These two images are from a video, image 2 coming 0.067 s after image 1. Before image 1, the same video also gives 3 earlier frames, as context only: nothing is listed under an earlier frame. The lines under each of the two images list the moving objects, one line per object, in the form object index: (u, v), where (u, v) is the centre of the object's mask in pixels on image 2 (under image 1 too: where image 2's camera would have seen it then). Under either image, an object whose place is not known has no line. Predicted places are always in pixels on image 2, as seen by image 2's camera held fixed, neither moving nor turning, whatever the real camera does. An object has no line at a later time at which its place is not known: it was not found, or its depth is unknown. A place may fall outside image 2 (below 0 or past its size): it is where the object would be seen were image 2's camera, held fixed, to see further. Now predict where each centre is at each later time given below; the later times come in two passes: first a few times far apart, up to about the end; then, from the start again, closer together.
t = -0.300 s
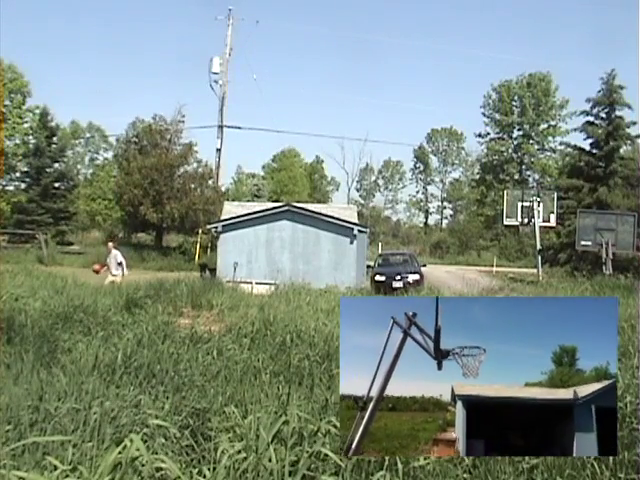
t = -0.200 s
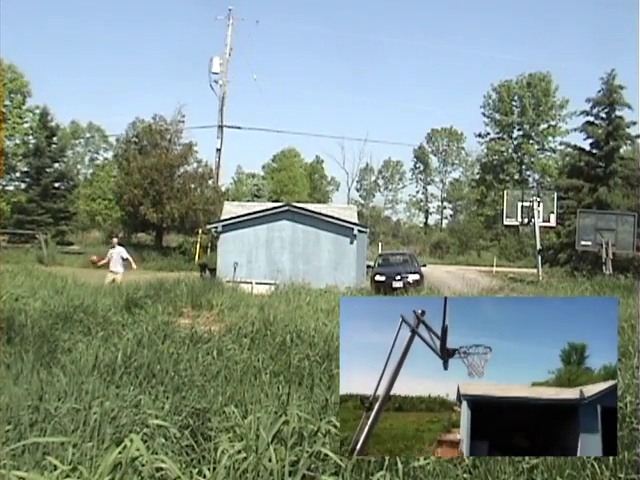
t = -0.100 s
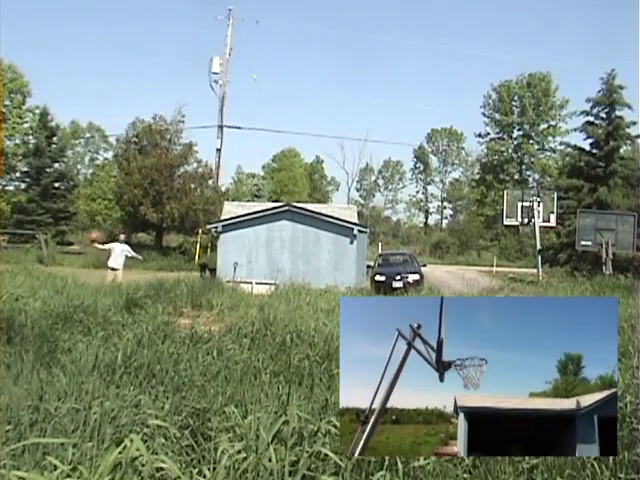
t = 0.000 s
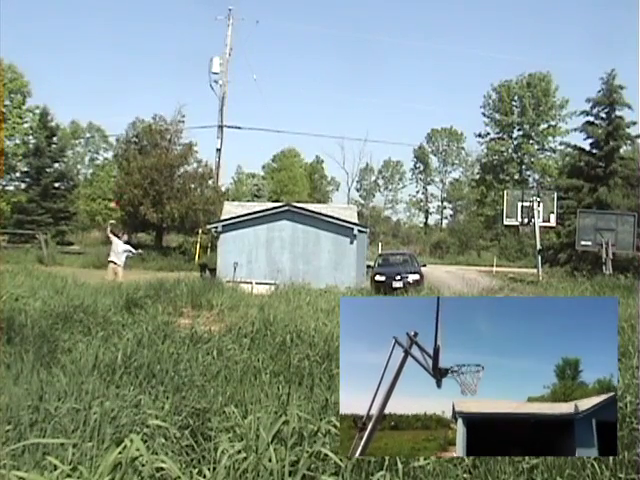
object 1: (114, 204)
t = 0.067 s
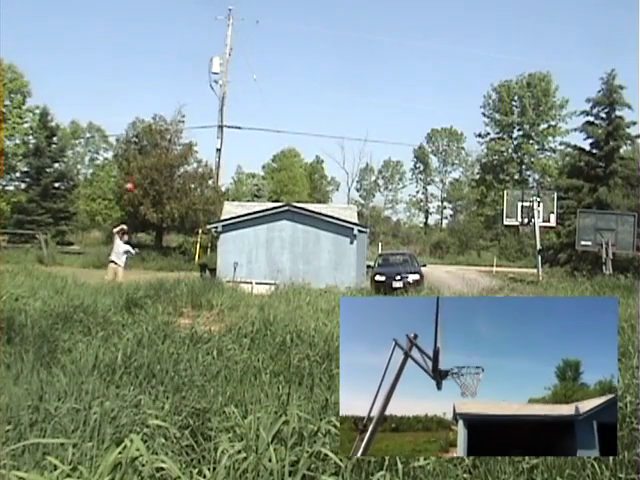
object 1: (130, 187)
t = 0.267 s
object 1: (179, 137)
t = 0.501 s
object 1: (238, 101)
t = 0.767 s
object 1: (305, 82)
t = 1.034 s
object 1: (373, 92)
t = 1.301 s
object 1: (441, 131)
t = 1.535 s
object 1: (500, 187)
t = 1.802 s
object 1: (551, 262)
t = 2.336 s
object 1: (584, 253)
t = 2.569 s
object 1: (588, 235)
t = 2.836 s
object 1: (590, 237)
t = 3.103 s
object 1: (592, 275)
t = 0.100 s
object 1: (137, 178)
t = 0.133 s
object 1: (146, 168)
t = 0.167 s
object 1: (154, 161)
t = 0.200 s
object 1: (163, 152)
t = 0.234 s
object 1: (170, 147)
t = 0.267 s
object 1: (179, 137)
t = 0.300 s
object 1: (187, 133)
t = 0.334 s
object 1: (197, 126)
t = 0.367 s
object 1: (204, 121)
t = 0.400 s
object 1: (213, 115)
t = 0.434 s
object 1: (221, 110)
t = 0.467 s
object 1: (230, 105)
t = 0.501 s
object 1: (238, 101)
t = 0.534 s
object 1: (247, 97)
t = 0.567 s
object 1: (255, 94)
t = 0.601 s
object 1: (264, 91)
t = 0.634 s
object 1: (272, 88)
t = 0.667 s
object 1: (280, 86)
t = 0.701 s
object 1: (288, 84)
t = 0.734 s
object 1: (297, 83)
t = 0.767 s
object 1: (305, 82)
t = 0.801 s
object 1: (314, 82)
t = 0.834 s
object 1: (322, 82)
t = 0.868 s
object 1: (331, 83)
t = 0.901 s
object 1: (340, 84)
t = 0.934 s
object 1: (348, 85)
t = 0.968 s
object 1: (356, 87)
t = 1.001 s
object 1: (365, 89)
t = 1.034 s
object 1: (373, 92)
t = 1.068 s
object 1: (382, 95)
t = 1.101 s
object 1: (390, 99)
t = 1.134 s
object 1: (399, 103)
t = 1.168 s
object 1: (407, 107)
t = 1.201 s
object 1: (416, 112)
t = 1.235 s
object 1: (424, 118)
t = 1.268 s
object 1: (433, 124)
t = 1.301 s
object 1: (441, 131)
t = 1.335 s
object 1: (450, 137)
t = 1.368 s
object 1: (459, 145)
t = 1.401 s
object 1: (466, 153)
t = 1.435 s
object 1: (476, 161)
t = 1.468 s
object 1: (484, 169)
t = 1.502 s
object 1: (492, 179)
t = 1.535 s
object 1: (500, 187)
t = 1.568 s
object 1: (508, 196)
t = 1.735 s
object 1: (546, 245)
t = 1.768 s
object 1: (548, 252)
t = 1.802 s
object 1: (551, 262)
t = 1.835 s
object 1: (555, 270)
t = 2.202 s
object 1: (582, 275)
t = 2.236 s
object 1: (582, 270)
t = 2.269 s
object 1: (583, 264)
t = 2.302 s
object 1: (584, 259)
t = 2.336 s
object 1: (584, 253)
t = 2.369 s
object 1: (582, 251)
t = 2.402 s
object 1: (585, 251)
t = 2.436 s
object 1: (586, 241)
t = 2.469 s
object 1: (586, 240)
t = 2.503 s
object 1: (586, 239)
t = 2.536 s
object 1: (586, 238)
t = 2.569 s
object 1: (588, 235)
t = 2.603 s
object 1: (588, 235)
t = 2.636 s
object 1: (588, 234)
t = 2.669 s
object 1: (589, 233)
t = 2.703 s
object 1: (589, 233)
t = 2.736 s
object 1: (589, 233)
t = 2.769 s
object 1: (590, 233)
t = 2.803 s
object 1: (590, 235)
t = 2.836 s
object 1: (590, 237)
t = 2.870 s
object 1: (590, 239)
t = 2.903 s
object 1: (591, 242)
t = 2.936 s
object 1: (592, 245)
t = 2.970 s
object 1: (592, 252)
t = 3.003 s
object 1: (591, 258)
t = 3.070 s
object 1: (591, 269)
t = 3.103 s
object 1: (592, 275)
